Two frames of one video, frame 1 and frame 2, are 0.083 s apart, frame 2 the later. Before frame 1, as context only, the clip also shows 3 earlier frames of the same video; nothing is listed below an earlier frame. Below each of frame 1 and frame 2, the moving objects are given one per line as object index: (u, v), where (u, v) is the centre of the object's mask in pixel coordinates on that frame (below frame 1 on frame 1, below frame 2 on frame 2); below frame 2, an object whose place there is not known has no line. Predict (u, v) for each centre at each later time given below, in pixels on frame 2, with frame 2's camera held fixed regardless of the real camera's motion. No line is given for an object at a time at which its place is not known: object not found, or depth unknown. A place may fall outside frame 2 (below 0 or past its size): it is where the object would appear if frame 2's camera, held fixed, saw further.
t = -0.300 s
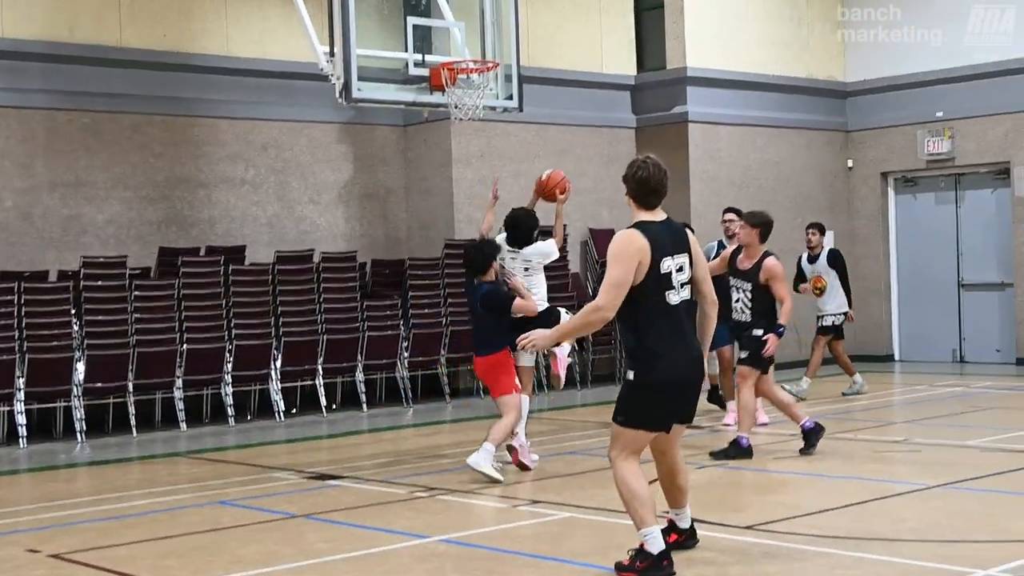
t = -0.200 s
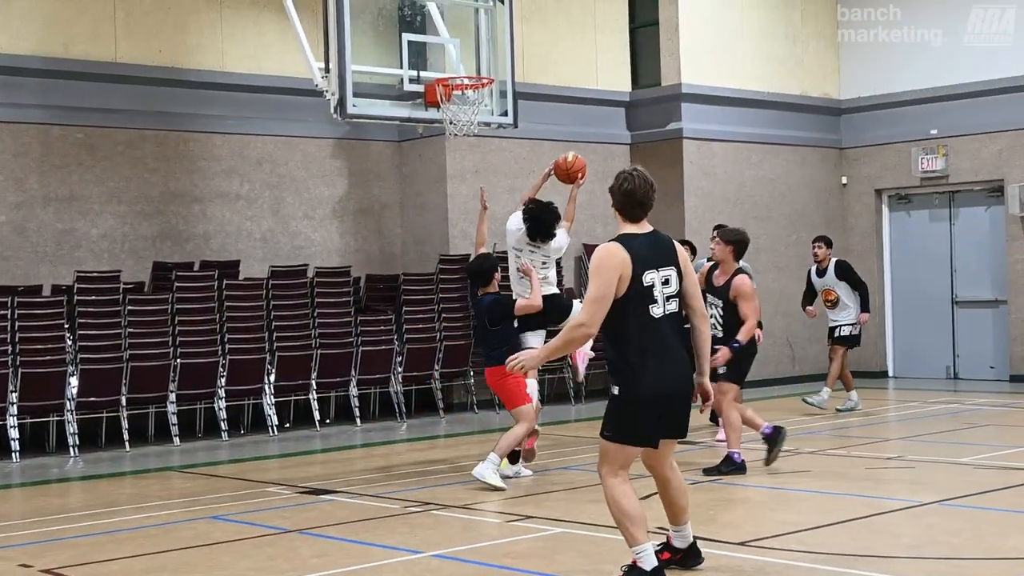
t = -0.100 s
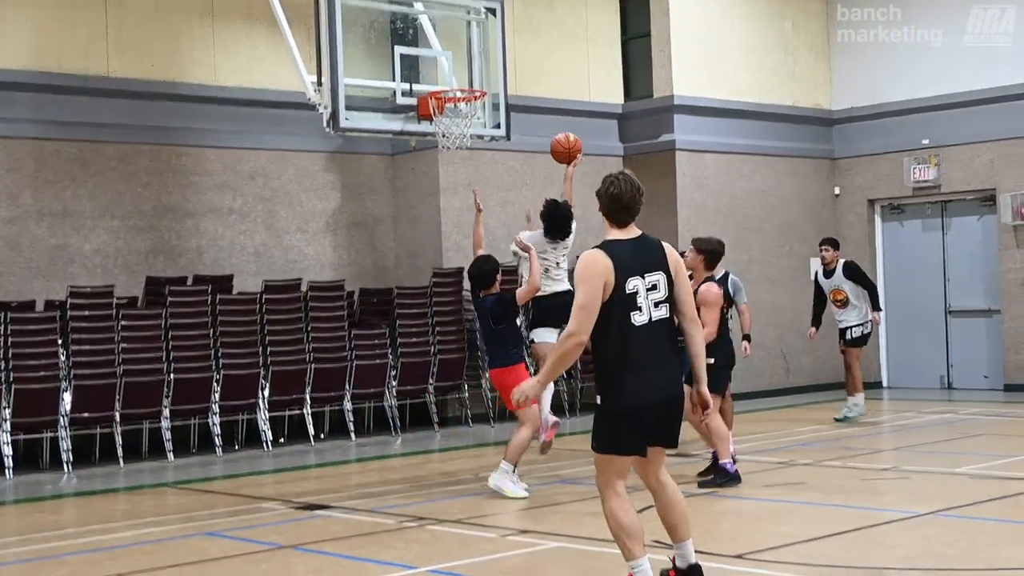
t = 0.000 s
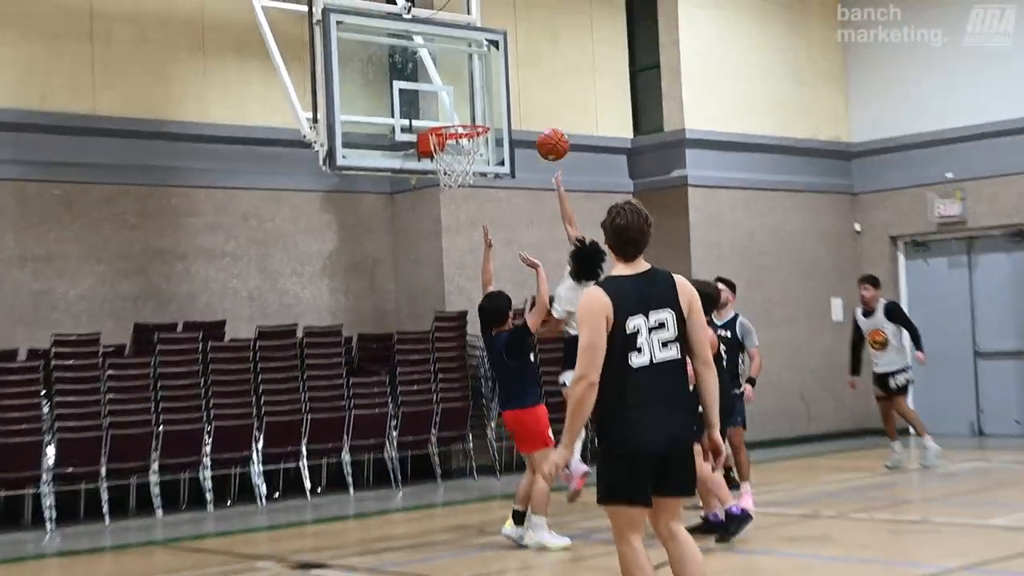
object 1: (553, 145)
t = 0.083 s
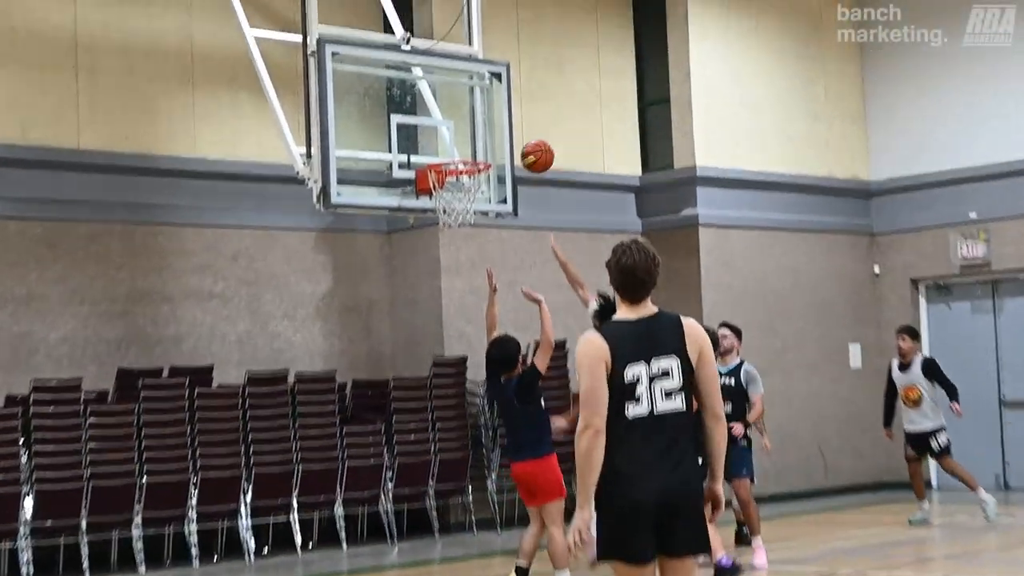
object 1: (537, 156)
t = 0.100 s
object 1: (533, 152)
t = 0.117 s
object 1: (529, 149)
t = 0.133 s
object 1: (526, 146)
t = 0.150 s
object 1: (522, 143)
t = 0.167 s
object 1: (519, 140)
